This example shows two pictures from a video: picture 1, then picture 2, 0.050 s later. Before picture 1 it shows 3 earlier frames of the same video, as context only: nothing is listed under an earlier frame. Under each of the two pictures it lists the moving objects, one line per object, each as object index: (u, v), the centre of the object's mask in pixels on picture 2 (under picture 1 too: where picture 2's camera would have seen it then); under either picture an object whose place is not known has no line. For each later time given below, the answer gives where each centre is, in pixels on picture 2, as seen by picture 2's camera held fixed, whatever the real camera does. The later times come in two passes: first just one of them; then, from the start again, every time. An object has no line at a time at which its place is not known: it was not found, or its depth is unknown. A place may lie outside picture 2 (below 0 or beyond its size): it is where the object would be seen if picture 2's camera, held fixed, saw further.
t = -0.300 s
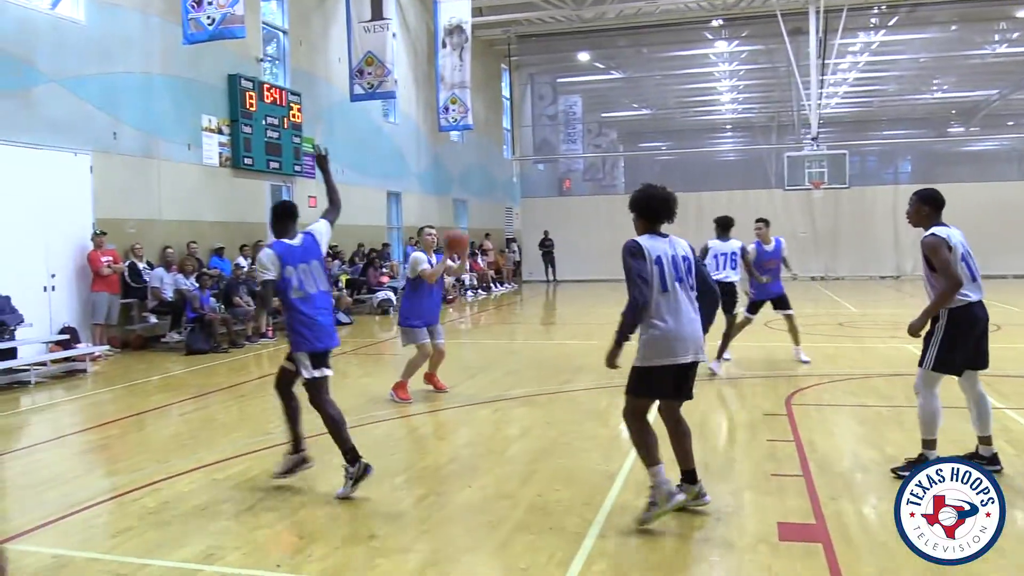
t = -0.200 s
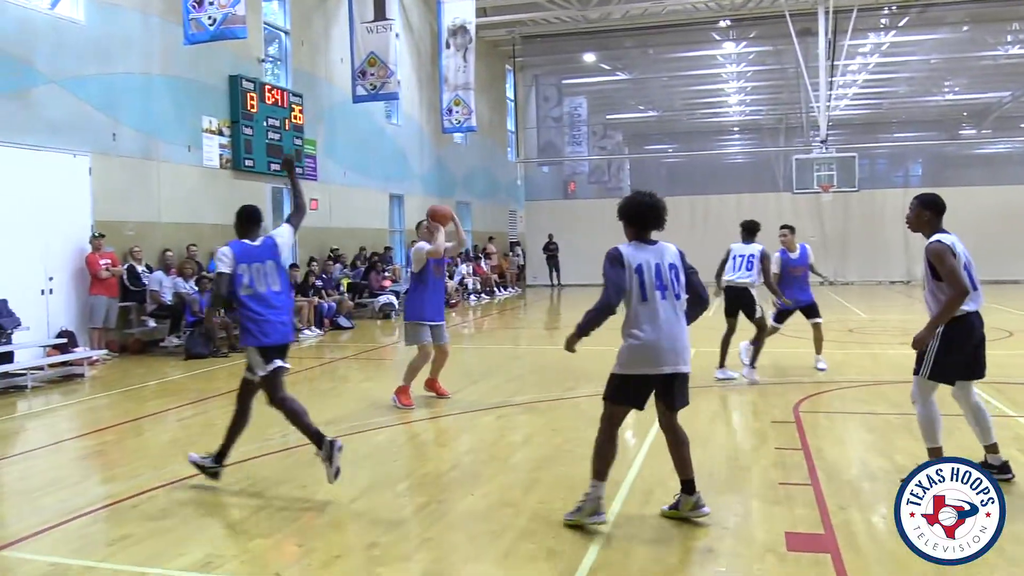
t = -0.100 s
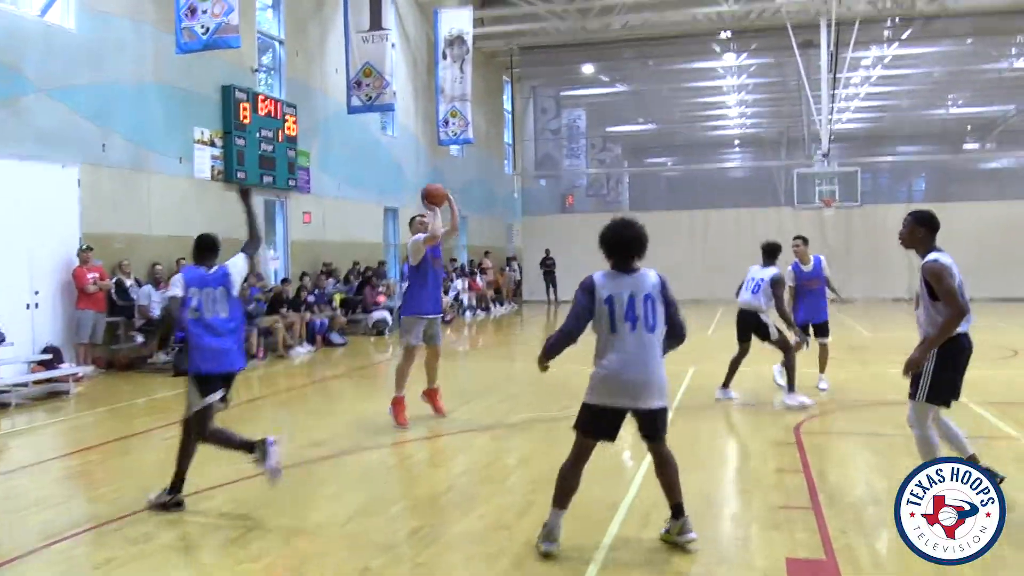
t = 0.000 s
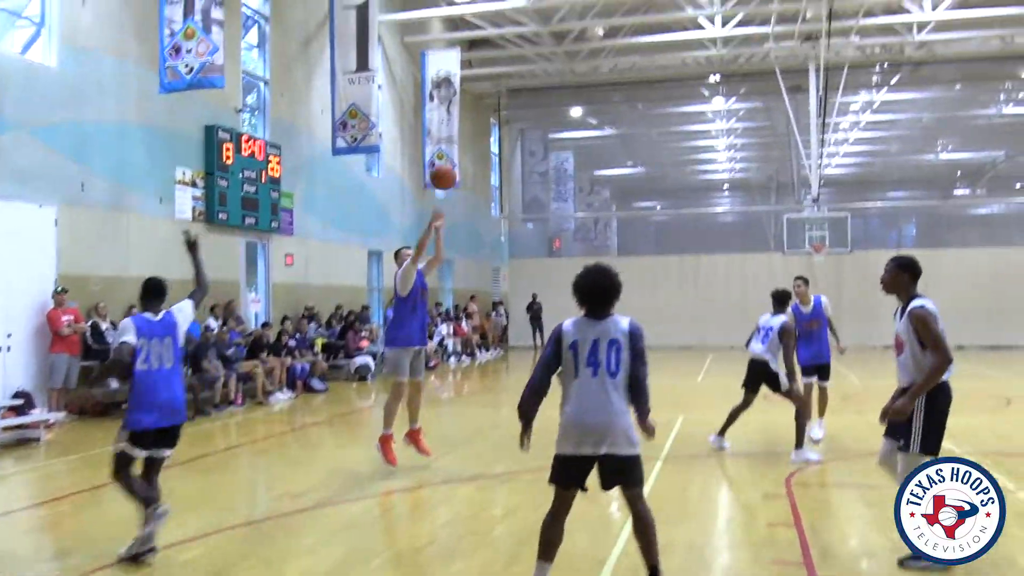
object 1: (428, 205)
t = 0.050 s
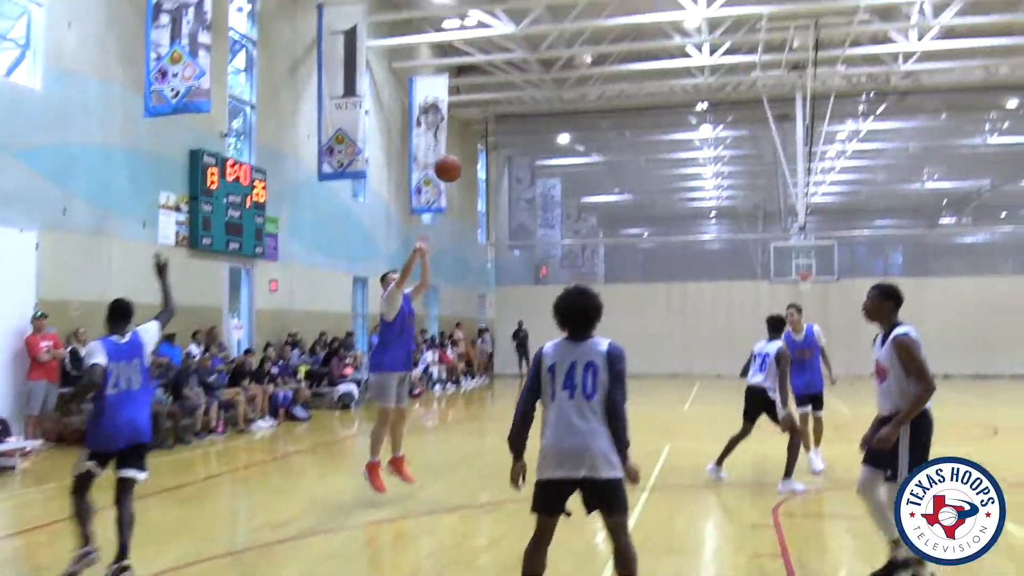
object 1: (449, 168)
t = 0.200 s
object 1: (513, 75)
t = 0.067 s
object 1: (455, 157)
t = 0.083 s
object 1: (461, 146)
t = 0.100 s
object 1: (468, 136)
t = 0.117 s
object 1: (475, 126)
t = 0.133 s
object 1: (482, 116)
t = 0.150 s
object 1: (489, 106)
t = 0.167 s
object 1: (496, 96)
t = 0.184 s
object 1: (505, 86)
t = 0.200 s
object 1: (513, 75)
